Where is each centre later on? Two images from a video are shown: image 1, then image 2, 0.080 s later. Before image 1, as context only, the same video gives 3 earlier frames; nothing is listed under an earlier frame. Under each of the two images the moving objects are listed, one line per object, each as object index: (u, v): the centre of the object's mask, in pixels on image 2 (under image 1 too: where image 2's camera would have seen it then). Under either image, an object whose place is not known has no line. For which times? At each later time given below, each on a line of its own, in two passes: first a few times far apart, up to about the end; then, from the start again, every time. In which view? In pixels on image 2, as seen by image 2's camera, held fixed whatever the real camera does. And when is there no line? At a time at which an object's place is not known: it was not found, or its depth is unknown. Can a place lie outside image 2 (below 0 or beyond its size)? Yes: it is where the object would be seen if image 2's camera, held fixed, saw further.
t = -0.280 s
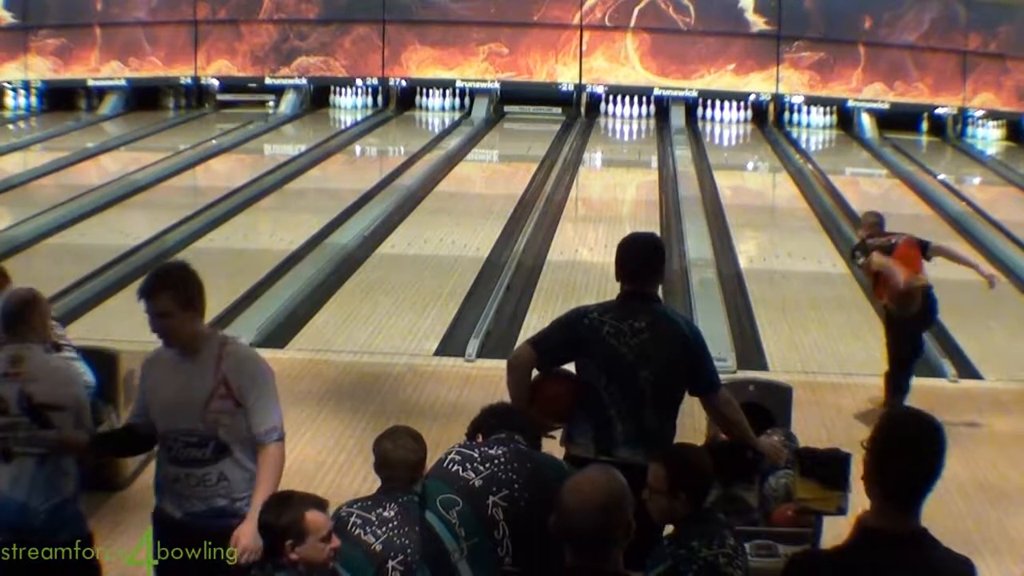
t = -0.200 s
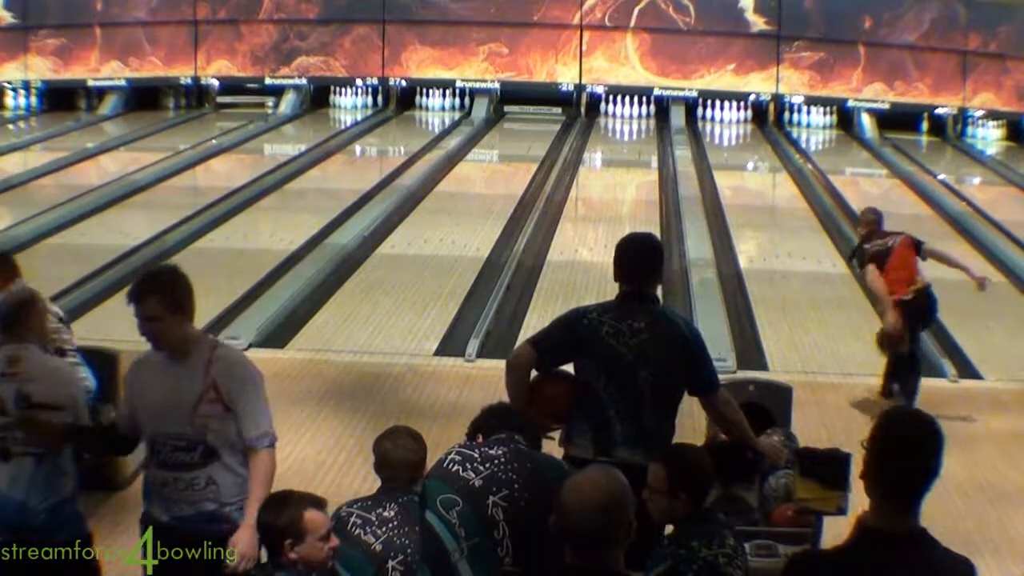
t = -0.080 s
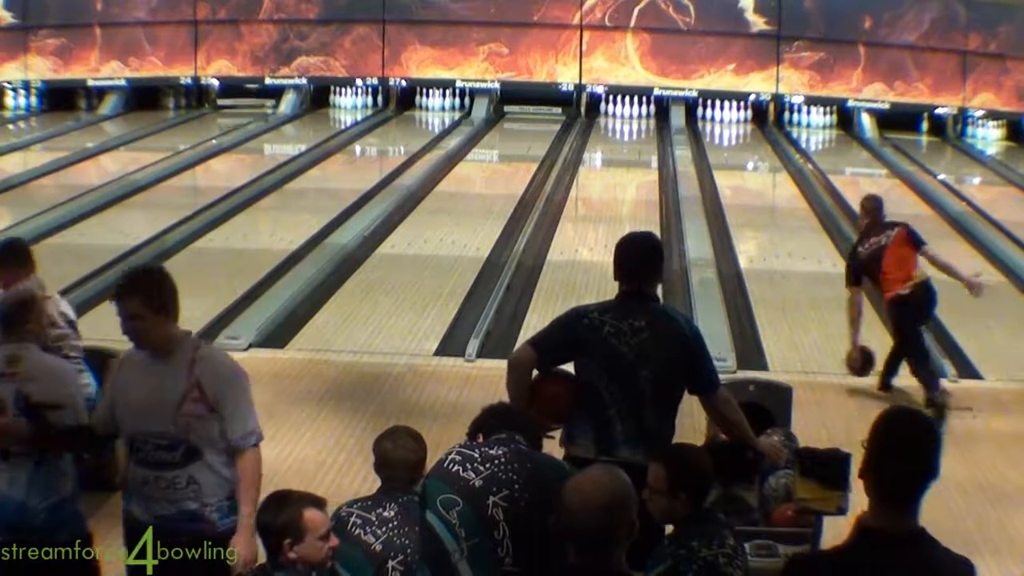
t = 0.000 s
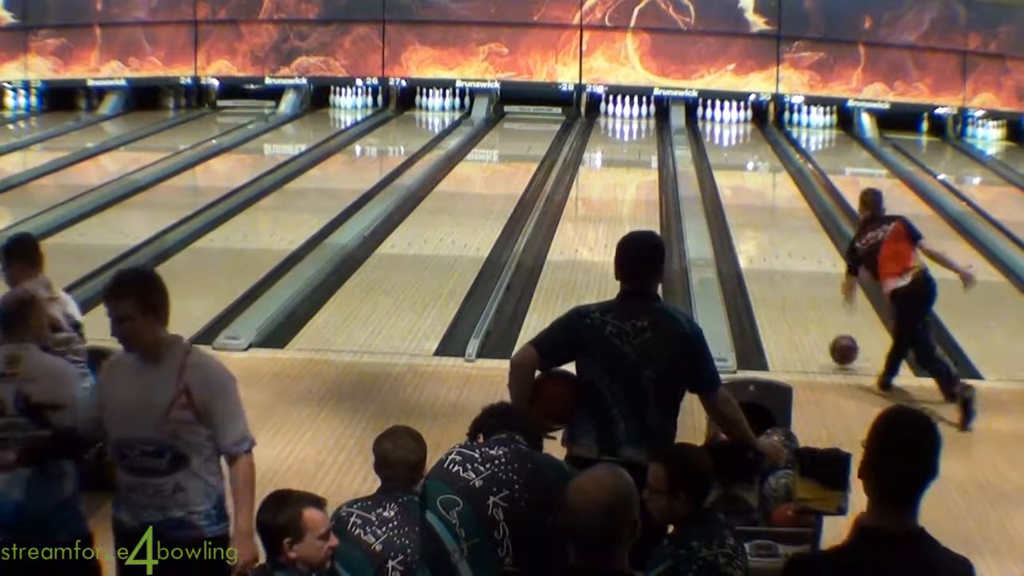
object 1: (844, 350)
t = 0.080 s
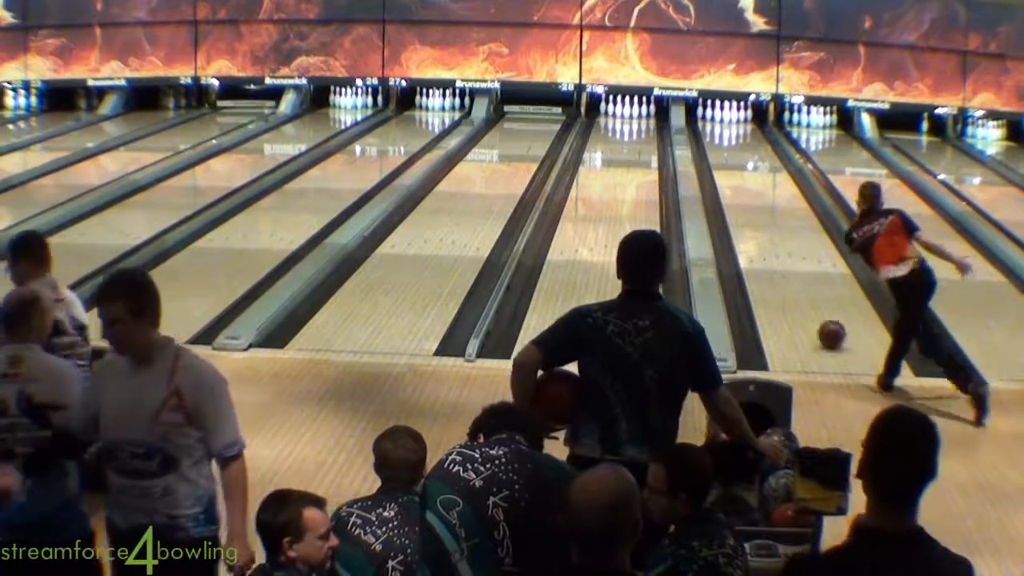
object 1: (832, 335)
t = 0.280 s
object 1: (806, 293)
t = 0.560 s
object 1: (779, 247)
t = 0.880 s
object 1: (756, 209)
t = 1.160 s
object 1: (741, 183)
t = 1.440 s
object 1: (730, 163)
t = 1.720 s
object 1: (721, 146)
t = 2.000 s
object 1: (717, 133)
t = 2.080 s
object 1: (717, 129)
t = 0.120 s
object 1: (826, 325)
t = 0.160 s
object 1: (820, 317)
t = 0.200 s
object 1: (816, 308)
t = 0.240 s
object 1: (811, 300)
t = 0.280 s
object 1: (806, 293)
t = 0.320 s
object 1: (802, 285)
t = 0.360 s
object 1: (797, 278)
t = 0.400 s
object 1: (793, 272)
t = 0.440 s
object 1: (790, 265)
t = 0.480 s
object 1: (786, 259)
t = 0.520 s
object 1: (782, 253)
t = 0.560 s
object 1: (779, 247)
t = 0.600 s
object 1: (775, 242)
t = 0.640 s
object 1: (772, 237)
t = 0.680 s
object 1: (769, 232)
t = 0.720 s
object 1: (766, 227)
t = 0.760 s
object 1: (764, 222)
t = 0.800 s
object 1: (761, 218)
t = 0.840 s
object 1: (758, 214)
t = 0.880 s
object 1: (756, 209)
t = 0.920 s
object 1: (753, 205)
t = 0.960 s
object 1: (752, 201)
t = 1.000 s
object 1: (749, 197)
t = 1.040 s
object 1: (747, 194)
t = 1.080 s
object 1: (745, 190)
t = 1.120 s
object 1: (743, 186)
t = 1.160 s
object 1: (741, 183)
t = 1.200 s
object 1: (740, 180)
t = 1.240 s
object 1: (738, 176)
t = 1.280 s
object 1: (736, 174)
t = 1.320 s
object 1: (735, 171)
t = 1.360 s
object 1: (733, 168)
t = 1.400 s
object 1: (731, 165)
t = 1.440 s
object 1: (730, 163)
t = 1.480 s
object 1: (728, 160)
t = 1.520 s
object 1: (727, 158)
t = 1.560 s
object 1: (725, 155)
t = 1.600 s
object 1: (724, 153)
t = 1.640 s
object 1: (723, 151)
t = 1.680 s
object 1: (722, 148)
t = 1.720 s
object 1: (721, 146)
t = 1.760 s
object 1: (721, 144)
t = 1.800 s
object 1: (719, 142)
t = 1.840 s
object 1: (718, 140)
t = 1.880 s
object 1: (717, 138)
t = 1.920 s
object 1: (717, 136)
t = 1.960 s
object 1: (717, 134)
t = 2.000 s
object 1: (717, 133)
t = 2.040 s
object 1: (716, 131)
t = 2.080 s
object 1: (717, 129)
